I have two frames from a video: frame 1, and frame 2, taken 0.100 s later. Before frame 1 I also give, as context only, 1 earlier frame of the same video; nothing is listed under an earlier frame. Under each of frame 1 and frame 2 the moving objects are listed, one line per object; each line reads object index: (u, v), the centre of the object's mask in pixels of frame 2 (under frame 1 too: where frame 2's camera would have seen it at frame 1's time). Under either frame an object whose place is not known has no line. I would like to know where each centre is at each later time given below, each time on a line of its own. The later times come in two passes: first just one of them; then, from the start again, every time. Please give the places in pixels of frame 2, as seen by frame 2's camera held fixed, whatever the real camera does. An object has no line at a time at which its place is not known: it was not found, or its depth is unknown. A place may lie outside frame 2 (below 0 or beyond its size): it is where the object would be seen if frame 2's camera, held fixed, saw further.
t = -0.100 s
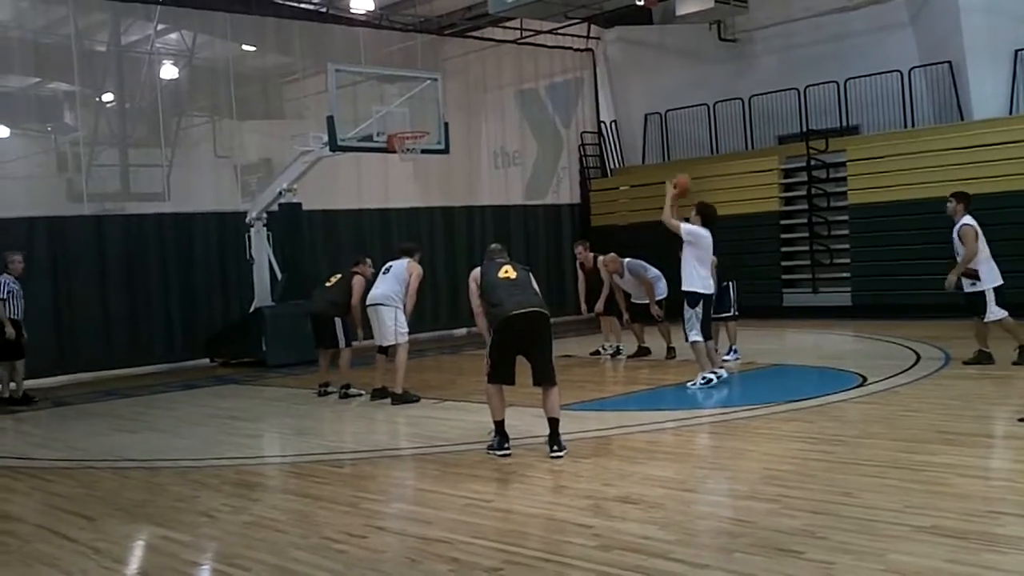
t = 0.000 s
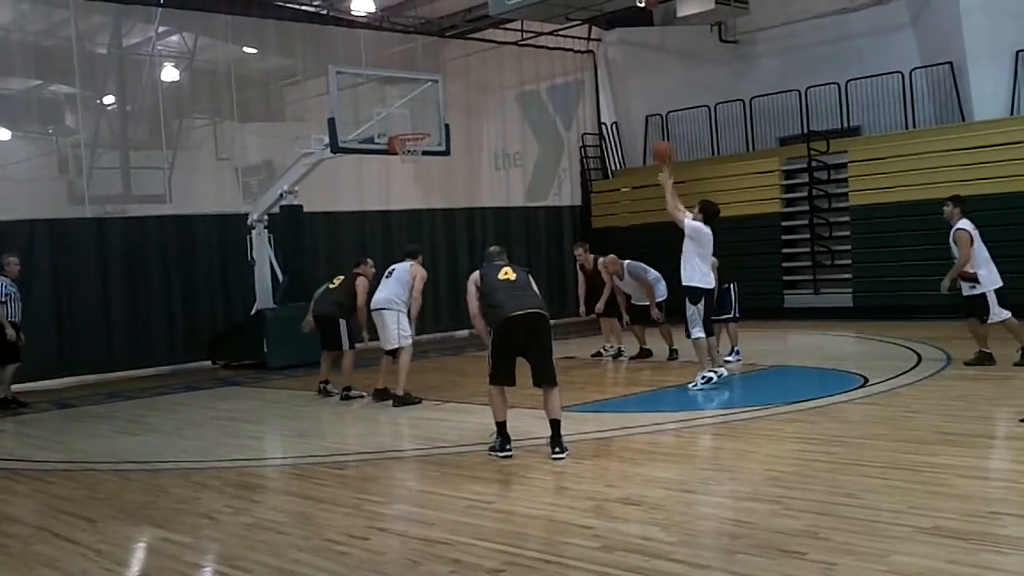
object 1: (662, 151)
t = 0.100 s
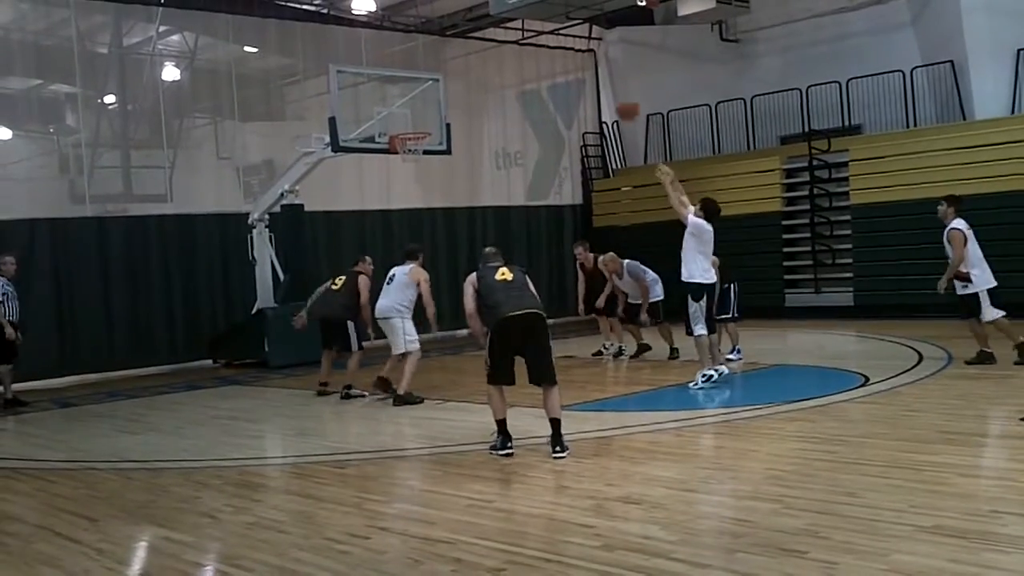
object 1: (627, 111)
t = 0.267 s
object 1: (575, 67)
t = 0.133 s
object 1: (616, 100)
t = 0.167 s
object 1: (605, 90)
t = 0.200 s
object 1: (596, 80)
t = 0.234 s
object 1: (586, 74)
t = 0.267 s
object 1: (575, 67)
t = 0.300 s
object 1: (565, 61)
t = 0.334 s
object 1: (555, 55)
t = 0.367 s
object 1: (546, 52)
